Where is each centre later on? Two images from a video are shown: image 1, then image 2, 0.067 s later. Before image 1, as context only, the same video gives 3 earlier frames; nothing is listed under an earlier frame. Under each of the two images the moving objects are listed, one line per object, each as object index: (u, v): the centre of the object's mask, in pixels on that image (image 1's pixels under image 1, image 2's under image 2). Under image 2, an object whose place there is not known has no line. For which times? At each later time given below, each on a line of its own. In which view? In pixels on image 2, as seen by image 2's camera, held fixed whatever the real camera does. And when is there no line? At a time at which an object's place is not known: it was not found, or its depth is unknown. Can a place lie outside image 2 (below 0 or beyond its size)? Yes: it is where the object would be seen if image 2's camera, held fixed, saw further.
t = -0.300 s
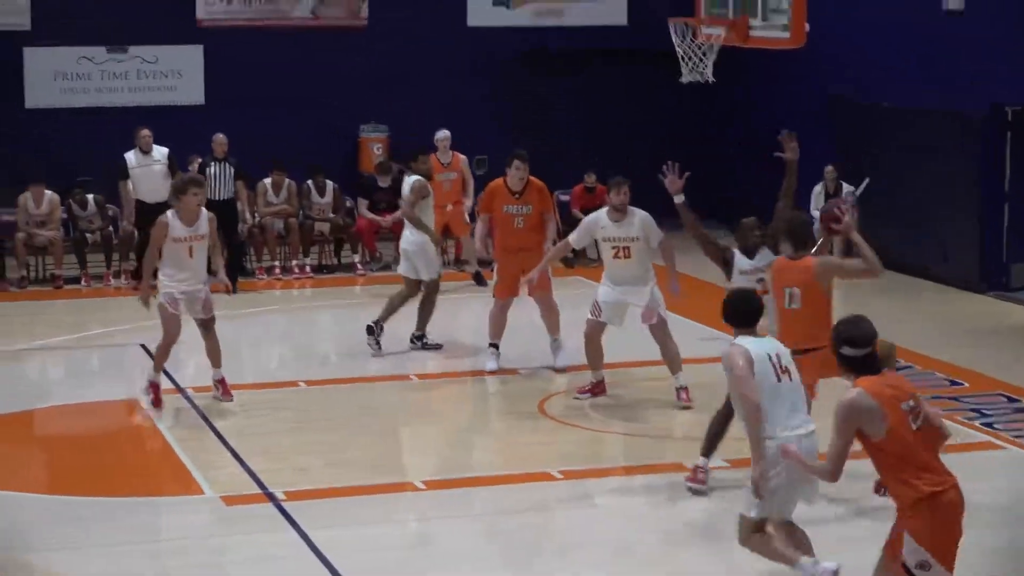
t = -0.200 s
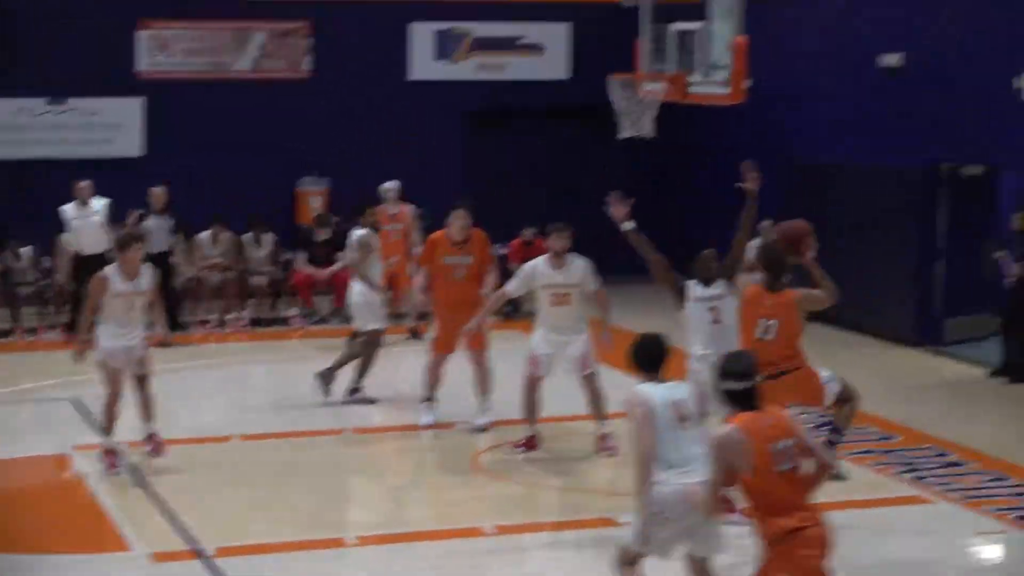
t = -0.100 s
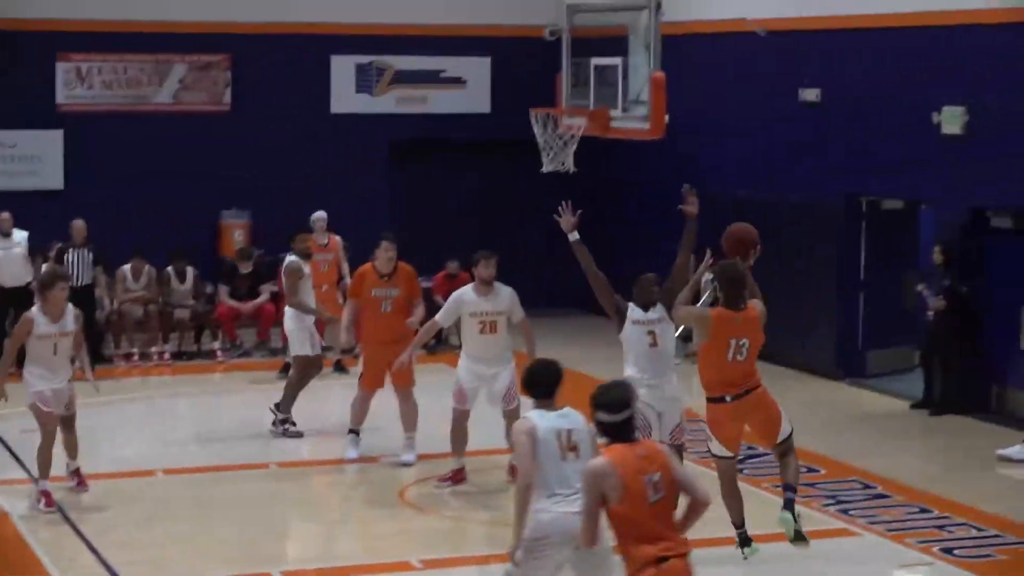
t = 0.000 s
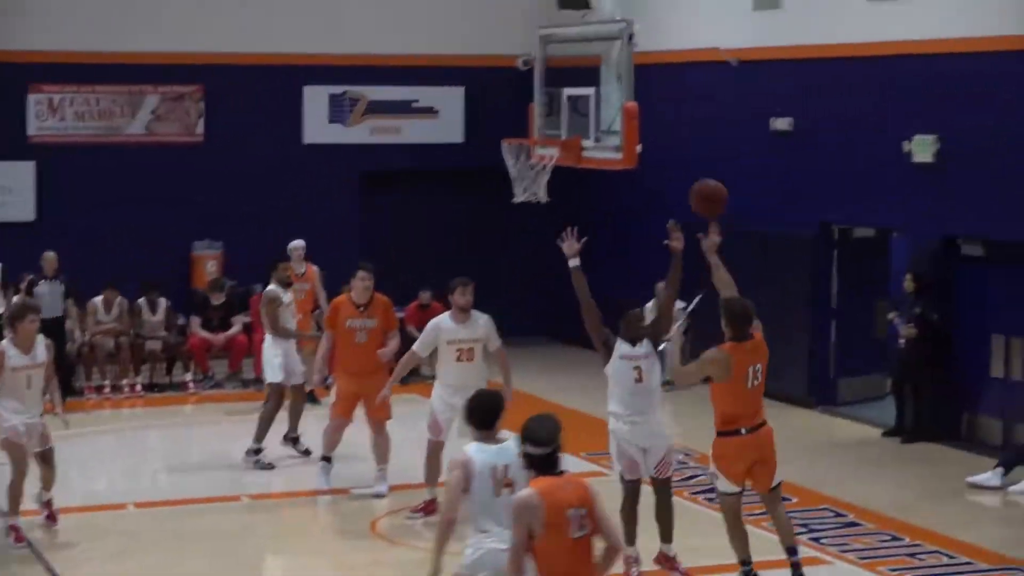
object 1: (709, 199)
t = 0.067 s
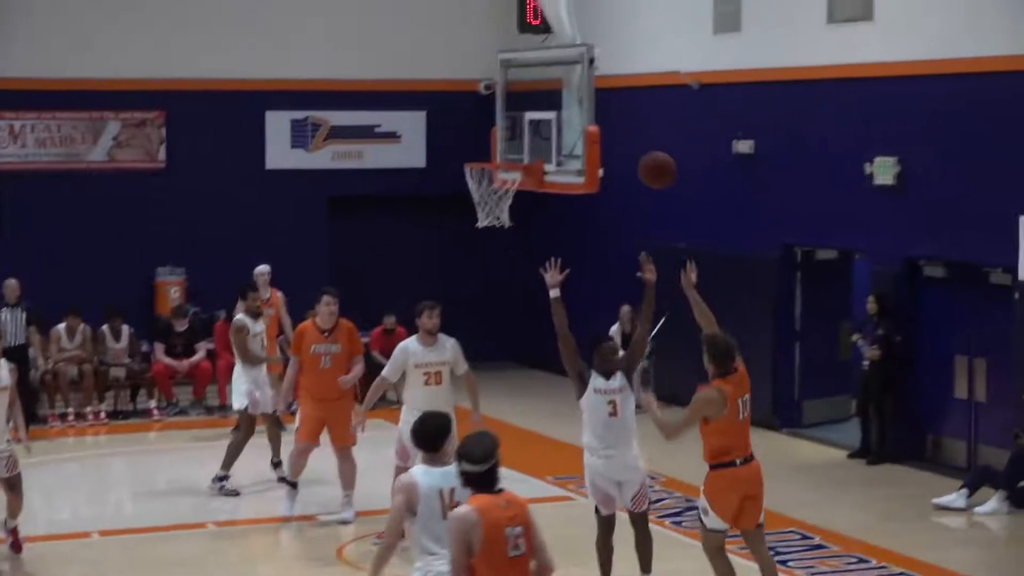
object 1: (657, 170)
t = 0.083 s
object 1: (654, 158)
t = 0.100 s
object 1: (651, 147)
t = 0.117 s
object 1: (648, 137)
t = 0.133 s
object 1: (645, 127)
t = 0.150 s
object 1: (642, 118)
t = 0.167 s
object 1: (638, 108)
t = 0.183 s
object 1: (634, 101)
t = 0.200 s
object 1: (631, 93)
